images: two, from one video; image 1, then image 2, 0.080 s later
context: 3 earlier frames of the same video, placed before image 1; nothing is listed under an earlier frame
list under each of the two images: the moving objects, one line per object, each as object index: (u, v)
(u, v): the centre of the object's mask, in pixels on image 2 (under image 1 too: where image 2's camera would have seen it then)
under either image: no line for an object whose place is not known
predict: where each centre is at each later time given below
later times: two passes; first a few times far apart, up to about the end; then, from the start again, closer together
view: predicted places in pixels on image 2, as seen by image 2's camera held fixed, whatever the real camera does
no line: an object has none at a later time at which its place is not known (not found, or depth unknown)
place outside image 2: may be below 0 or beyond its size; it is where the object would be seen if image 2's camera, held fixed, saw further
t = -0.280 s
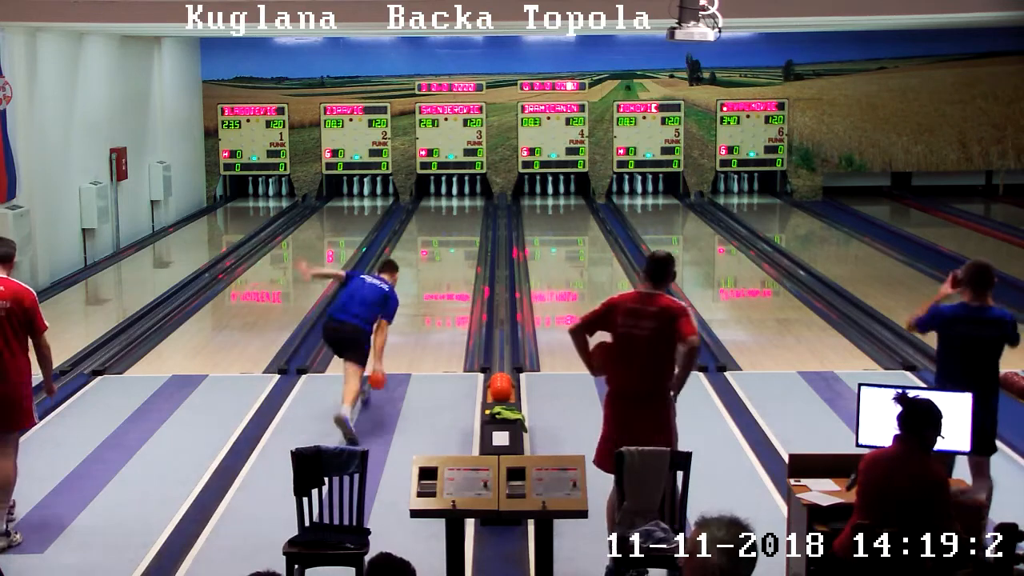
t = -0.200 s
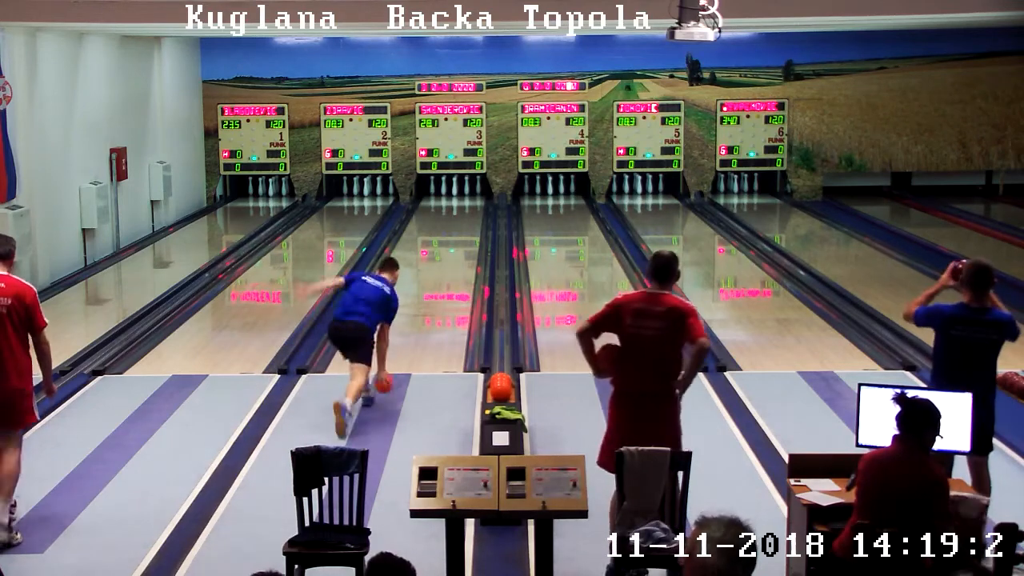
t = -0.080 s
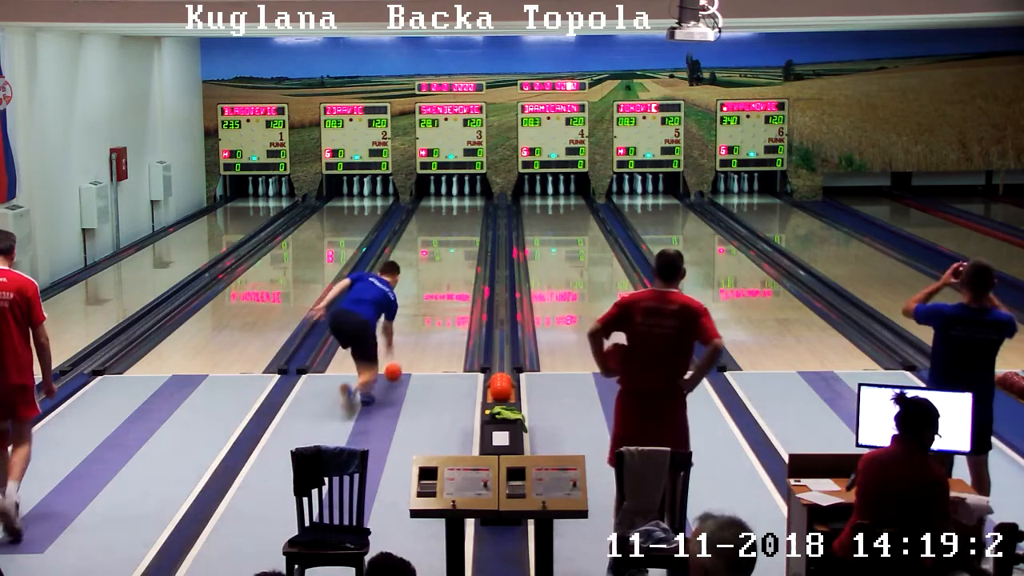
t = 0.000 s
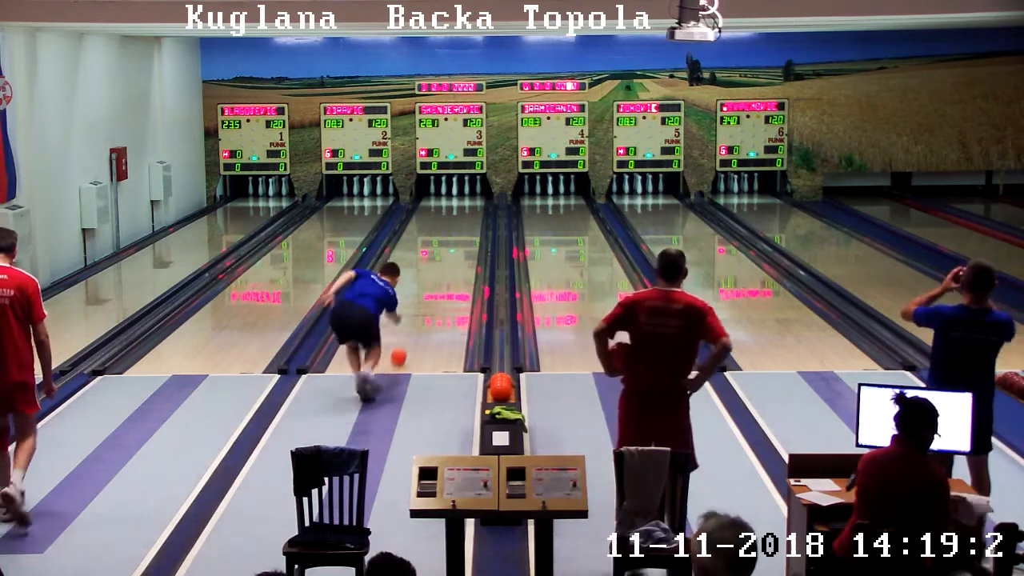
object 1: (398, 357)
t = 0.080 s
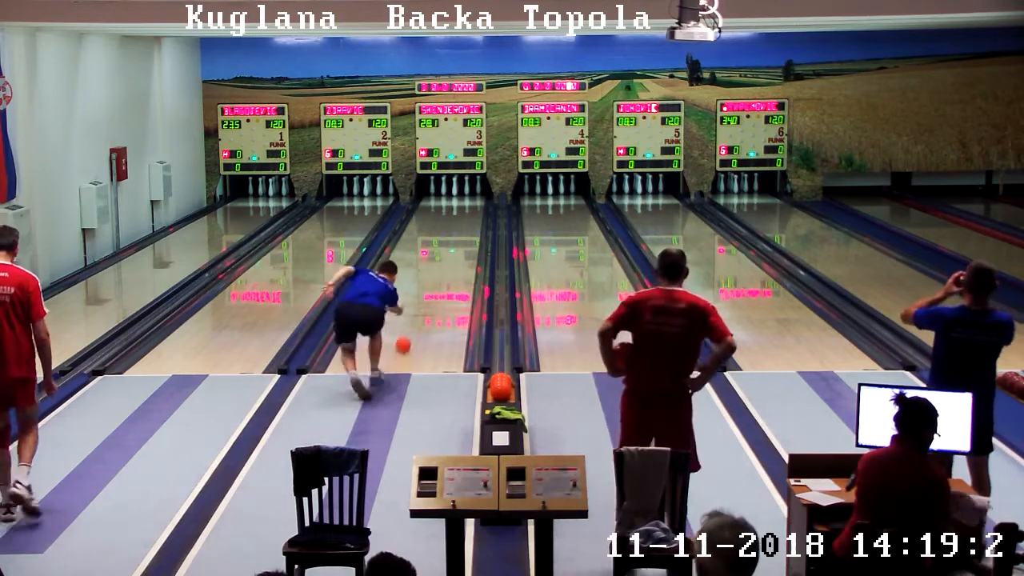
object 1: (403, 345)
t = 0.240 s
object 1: (411, 321)
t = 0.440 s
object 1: (418, 297)
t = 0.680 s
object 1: (427, 274)
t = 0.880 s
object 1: (431, 257)
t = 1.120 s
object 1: (437, 242)
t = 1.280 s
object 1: (440, 232)
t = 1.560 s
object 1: (444, 219)
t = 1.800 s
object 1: (448, 209)
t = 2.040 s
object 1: (451, 200)
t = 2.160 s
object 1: (451, 197)
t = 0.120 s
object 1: (405, 339)
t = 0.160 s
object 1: (407, 332)
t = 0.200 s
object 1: (409, 327)
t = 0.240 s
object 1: (411, 321)
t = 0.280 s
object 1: (413, 316)
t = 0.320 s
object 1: (414, 310)
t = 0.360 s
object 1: (416, 306)
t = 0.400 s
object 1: (417, 302)
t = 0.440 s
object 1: (418, 297)
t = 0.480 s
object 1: (420, 293)
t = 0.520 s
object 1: (421, 289)
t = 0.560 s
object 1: (423, 285)
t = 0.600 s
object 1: (424, 281)
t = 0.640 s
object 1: (425, 277)
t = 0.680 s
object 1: (427, 274)
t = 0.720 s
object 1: (428, 270)
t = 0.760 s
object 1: (429, 267)
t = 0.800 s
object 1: (430, 263)
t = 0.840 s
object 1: (430, 261)
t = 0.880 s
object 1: (431, 257)
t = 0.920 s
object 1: (433, 255)
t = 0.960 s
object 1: (433, 252)
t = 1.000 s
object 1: (434, 249)
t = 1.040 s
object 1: (435, 246)
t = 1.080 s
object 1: (436, 244)
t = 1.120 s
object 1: (437, 242)
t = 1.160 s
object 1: (438, 239)
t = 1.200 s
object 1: (439, 237)
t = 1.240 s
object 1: (439, 234)
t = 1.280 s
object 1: (440, 232)
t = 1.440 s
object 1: (442, 224)
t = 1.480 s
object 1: (443, 222)
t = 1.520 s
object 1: (444, 220)
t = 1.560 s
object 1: (444, 219)
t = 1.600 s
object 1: (445, 216)
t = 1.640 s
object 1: (446, 215)
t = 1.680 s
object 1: (446, 214)
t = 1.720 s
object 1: (447, 212)
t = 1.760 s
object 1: (447, 211)
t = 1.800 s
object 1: (448, 209)
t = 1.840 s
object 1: (449, 208)
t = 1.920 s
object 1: (449, 205)
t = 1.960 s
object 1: (450, 204)
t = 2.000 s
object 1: (450, 203)
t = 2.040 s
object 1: (451, 200)
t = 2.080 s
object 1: (451, 199)
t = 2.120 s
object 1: (451, 198)
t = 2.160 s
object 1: (451, 197)
